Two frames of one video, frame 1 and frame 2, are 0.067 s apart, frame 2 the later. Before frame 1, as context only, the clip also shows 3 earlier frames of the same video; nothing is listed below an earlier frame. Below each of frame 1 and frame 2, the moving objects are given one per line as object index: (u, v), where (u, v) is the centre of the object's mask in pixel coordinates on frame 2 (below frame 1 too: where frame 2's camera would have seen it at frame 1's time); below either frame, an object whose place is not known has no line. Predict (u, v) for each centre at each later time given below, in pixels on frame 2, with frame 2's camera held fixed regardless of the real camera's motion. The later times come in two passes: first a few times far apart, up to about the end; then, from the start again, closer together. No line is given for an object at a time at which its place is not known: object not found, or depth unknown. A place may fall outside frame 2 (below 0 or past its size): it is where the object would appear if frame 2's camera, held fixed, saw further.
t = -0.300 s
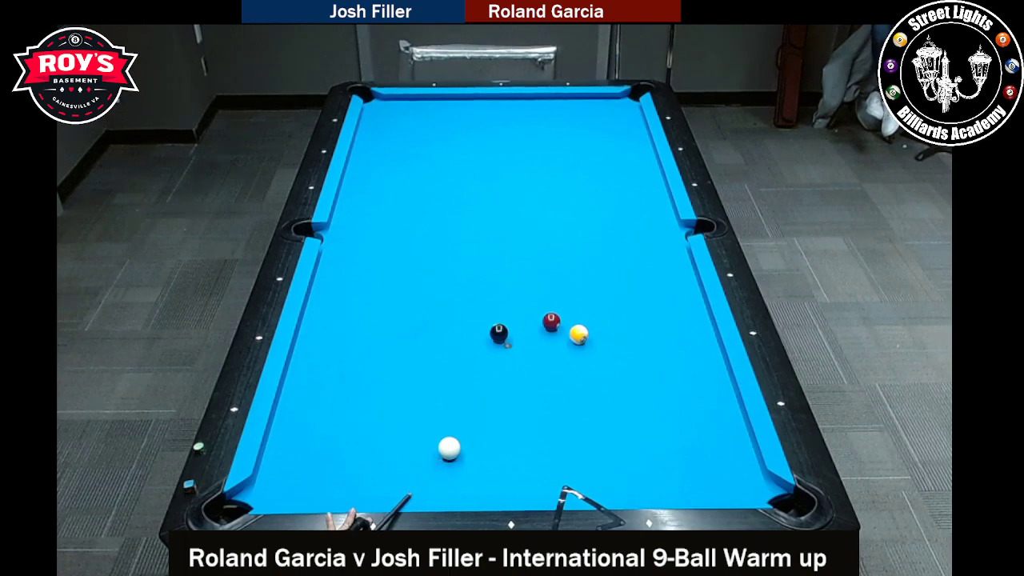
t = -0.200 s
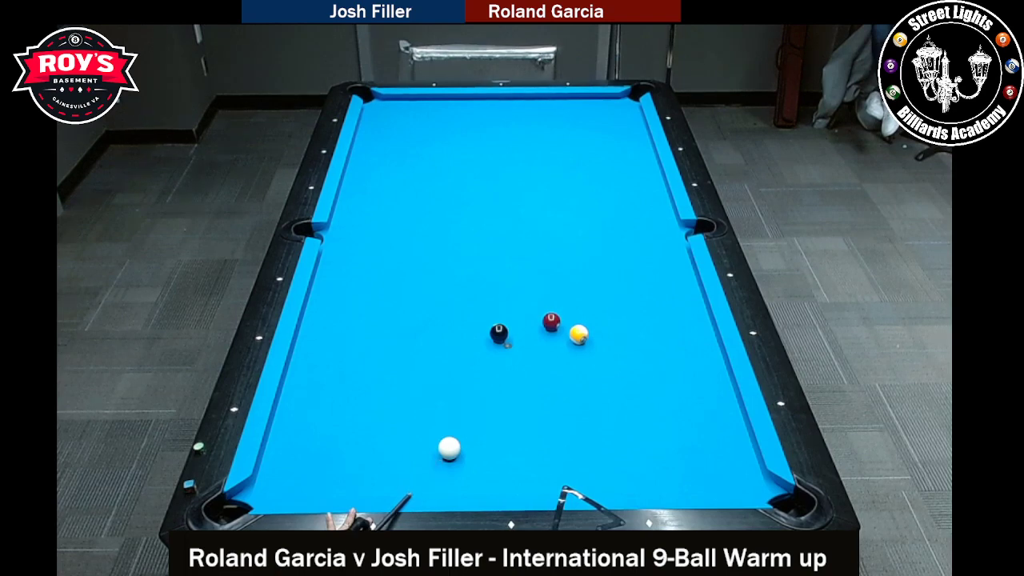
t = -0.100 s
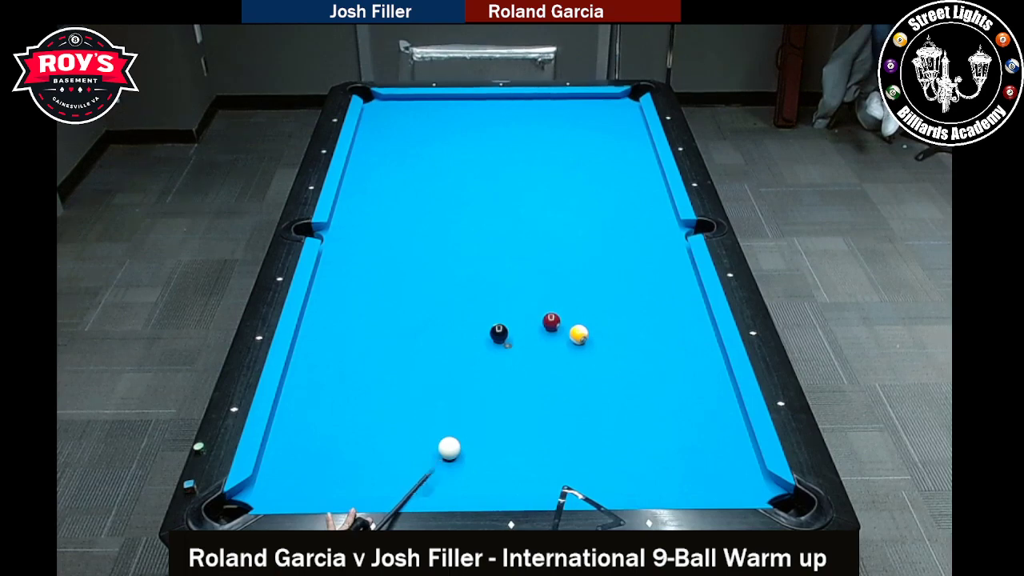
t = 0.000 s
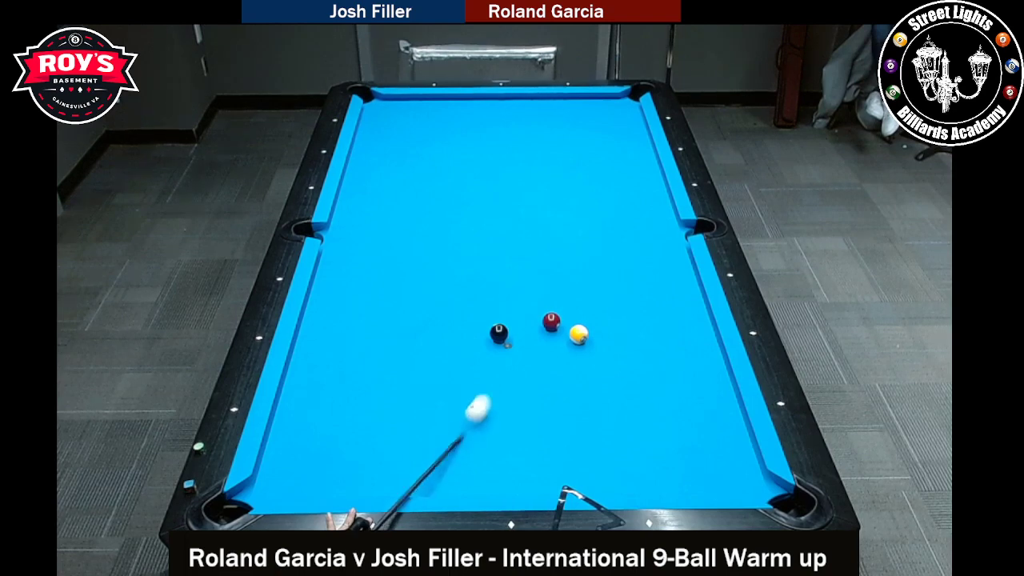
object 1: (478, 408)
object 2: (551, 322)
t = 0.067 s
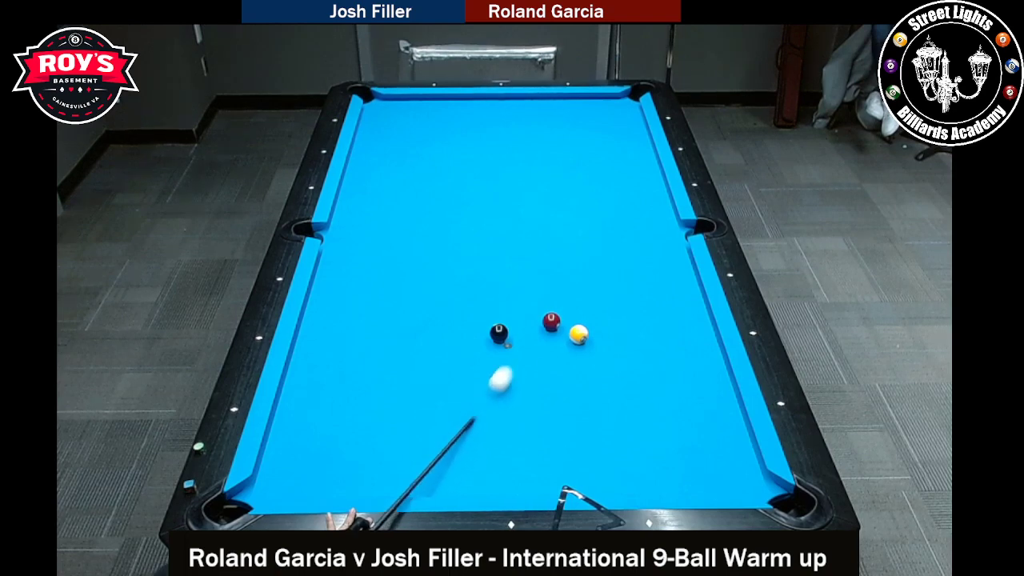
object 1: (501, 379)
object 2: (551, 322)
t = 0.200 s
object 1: (536, 334)
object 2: (552, 321)
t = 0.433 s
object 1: (526, 322)
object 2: (597, 287)
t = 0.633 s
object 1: (515, 317)
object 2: (631, 261)
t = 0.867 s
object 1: (504, 311)
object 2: (667, 234)
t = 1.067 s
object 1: (495, 306)
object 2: (682, 232)
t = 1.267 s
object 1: (487, 302)
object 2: (671, 235)
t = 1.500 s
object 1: (479, 298)
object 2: (654, 234)
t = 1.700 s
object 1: (473, 295)
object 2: (640, 233)
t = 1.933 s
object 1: (468, 292)
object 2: (625, 233)
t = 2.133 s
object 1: (463, 289)
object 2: (613, 232)
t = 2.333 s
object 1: (460, 287)
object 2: (602, 231)
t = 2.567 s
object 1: (457, 286)
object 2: (591, 230)
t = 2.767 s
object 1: (454, 284)
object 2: (582, 229)
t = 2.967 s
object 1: (453, 284)
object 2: (574, 229)
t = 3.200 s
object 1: (453, 284)
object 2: (566, 229)
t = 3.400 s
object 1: (453, 284)
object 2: (561, 228)
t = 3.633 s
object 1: (453, 284)
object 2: (555, 228)
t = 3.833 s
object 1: (453, 284)
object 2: (551, 228)
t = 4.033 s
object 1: (453, 284)
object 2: (548, 229)
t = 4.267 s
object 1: (453, 284)
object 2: (546, 229)
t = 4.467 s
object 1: (453, 284)
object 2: (545, 229)
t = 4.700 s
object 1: (453, 284)
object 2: (545, 229)
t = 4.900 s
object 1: (453, 284)
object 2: (545, 229)
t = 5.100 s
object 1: (453, 284)
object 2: (545, 229)
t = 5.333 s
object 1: (453, 284)
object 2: (545, 229)
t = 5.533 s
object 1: (453, 284)
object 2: (545, 229)
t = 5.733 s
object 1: (453, 284)
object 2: (545, 229)
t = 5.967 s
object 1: (453, 284)
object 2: (545, 229)
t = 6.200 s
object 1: (453, 284)
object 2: (545, 229)
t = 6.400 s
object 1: (453, 284)
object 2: (545, 229)
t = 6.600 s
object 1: (453, 284)
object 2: (545, 229)
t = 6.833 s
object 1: (453, 284)
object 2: (545, 229)
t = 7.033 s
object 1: (453, 284)
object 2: (545, 229)
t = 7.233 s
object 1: (453, 284)
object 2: (545, 229)
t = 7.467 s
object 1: (453, 284)
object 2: (546, 229)
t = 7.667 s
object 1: (453, 284)
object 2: (546, 229)
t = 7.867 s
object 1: (453, 284)
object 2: (546, 228)
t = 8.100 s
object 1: (453, 284)
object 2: (546, 228)
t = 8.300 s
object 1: (453, 284)
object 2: (546, 229)
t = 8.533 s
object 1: (453, 284)
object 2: (546, 228)
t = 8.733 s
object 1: (453, 284)
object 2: (546, 228)
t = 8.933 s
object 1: (453, 284)
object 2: (546, 228)
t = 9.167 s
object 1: (453, 284)
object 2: (546, 228)
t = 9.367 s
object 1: (453, 284)
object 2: (546, 228)
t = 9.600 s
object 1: (453, 284)
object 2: (546, 228)
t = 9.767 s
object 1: (453, 284)
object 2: (546, 228)
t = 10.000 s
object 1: (453, 284)
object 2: (546, 228)
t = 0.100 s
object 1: (511, 366)
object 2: (551, 321)
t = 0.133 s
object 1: (520, 354)
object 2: (551, 321)
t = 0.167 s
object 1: (528, 343)
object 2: (551, 321)
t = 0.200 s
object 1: (536, 334)
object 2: (552, 321)
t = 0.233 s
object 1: (538, 329)
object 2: (556, 318)
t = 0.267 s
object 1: (536, 328)
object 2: (565, 311)
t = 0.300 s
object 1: (534, 326)
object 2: (572, 305)
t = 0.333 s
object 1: (532, 325)
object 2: (580, 300)
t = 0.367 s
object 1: (530, 324)
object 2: (586, 295)
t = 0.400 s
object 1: (528, 323)
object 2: (591, 291)
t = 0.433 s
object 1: (526, 322)
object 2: (597, 287)
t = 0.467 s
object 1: (524, 321)
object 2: (603, 282)
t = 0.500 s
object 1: (522, 320)
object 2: (610, 278)
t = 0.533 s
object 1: (520, 319)
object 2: (615, 273)
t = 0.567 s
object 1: (519, 318)
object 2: (621, 269)
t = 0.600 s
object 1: (517, 318)
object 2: (626, 265)
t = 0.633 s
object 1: (515, 317)
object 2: (631, 261)
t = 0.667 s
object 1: (513, 316)
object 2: (637, 257)
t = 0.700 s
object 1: (512, 315)
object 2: (642, 253)
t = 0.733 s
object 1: (510, 314)
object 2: (647, 249)
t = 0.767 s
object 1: (508, 313)
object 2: (652, 245)
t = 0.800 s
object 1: (507, 312)
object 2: (657, 242)
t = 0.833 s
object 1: (505, 312)
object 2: (662, 238)
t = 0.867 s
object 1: (504, 311)
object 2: (667, 234)
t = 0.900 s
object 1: (502, 310)
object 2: (672, 231)
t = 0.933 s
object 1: (501, 309)
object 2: (676, 227)
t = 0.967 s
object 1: (499, 309)
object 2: (679, 226)
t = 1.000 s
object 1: (498, 308)
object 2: (680, 228)
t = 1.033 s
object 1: (496, 307)
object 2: (681, 231)
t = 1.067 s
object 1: (495, 306)
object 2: (682, 232)
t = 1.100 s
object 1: (494, 306)
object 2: (682, 235)
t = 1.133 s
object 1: (492, 305)
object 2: (681, 236)
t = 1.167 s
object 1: (491, 304)
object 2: (679, 236)
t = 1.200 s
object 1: (490, 304)
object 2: (676, 236)
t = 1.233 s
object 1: (489, 303)
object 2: (673, 236)
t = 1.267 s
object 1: (487, 302)
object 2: (671, 235)
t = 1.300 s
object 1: (486, 302)
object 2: (668, 235)
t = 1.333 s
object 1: (485, 301)
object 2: (666, 235)
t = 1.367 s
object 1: (484, 300)
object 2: (663, 235)
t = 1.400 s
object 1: (483, 300)
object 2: (661, 235)
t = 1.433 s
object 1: (482, 299)
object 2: (658, 235)
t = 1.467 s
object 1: (481, 299)
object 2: (656, 235)
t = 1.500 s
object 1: (479, 298)
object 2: (654, 234)
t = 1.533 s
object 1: (478, 297)
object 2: (651, 234)
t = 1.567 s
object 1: (477, 297)
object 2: (649, 234)
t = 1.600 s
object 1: (476, 296)
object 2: (646, 234)
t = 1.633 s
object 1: (475, 296)
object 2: (644, 234)
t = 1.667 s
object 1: (474, 295)
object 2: (642, 234)
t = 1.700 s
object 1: (473, 295)
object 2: (640, 233)
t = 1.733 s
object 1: (473, 294)
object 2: (638, 233)
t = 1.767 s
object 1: (472, 294)
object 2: (635, 233)
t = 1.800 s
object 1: (471, 293)
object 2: (633, 233)
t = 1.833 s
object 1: (470, 293)
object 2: (631, 233)
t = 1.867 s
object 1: (469, 292)
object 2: (629, 233)
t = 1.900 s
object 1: (468, 292)
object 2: (627, 233)
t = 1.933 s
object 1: (468, 292)
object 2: (625, 233)
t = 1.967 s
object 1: (467, 291)
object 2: (623, 232)
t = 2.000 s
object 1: (466, 291)
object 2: (621, 232)
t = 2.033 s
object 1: (465, 290)
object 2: (619, 232)
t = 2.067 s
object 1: (465, 290)
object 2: (617, 231)
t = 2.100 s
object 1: (464, 290)
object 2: (615, 231)
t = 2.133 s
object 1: (463, 289)
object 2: (613, 232)
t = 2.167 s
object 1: (463, 289)
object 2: (611, 231)
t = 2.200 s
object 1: (462, 289)
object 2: (610, 231)
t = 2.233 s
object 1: (462, 288)
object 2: (608, 231)
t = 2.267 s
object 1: (461, 288)
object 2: (606, 231)
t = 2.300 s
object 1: (460, 288)
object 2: (604, 231)
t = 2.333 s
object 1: (460, 287)
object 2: (602, 231)
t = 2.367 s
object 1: (459, 287)
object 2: (601, 230)
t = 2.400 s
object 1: (459, 287)
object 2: (599, 231)
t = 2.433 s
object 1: (458, 287)
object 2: (598, 230)
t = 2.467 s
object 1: (458, 286)
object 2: (596, 230)
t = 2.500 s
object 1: (458, 286)
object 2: (594, 230)
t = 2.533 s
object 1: (457, 286)
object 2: (593, 230)
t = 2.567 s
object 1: (457, 286)
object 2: (591, 230)
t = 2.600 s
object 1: (456, 285)
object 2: (590, 230)
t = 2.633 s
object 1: (456, 285)
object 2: (588, 230)
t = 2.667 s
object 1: (456, 285)
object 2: (587, 229)
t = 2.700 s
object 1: (455, 285)
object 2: (585, 229)
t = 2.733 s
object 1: (455, 285)
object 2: (584, 229)
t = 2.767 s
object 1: (454, 284)
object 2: (582, 229)
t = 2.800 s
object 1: (454, 284)
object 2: (581, 229)
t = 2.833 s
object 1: (454, 284)
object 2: (580, 229)
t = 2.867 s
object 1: (454, 284)
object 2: (578, 229)
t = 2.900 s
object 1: (453, 284)
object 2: (577, 229)
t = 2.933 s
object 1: (453, 284)
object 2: (576, 229)
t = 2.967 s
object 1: (453, 284)
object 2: (574, 229)
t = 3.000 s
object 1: (453, 284)
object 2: (573, 229)
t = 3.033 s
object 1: (453, 284)
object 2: (572, 229)
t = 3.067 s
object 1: (453, 284)
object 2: (571, 229)
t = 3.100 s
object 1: (453, 284)
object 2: (570, 229)
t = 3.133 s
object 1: (453, 284)
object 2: (569, 229)
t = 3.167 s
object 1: (453, 284)
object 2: (567, 228)
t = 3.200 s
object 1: (453, 284)
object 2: (566, 229)
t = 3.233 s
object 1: (453, 284)
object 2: (565, 228)
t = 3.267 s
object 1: (453, 284)
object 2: (564, 228)
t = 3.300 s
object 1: (453, 284)
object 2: (564, 228)
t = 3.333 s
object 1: (453, 284)
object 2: (563, 228)
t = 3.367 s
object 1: (453, 284)
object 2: (562, 228)
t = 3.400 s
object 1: (453, 284)
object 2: (561, 228)
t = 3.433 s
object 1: (453, 284)
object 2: (560, 228)
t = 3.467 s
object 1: (453, 284)
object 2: (559, 228)
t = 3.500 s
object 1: (453, 284)
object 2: (558, 228)
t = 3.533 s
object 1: (453, 284)
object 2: (557, 228)
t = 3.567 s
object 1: (453, 284)
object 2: (557, 228)
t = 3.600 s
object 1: (453, 284)
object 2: (556, 228)
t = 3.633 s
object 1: (453, 284)
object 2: (555, 228)
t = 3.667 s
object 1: (453, 284)
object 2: (554, 228)
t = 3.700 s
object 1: (453, 284)
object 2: (554, 228)
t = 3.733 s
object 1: (453, 284)
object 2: (552, 228)
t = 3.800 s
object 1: (453, 284)
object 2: (552, 228)
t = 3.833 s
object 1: (453, 284)
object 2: (551, 228)
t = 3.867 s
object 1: (453, 284)
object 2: (551, 228)
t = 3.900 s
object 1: (453, 284)
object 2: (550, 228)
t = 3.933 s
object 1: (453, 284)
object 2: (550, 228)
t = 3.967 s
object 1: (453, 284)
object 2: (549, 228)
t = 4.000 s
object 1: (453, 284)
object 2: (549, 228)
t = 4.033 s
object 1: (453, 284)
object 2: (548, 229)
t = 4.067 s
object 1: (453, 284)
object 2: (548, 228)
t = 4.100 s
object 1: (453, 284)
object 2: (547, 229)
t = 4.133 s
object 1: (453, 284)
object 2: (547, 229)
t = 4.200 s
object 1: (453, 284)
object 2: (547, 229)
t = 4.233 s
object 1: (453, 284)
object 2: (546, 229)
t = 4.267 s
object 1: (453, 284)
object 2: (546, 229)
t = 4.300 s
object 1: (453, 284)
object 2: (546, 229)
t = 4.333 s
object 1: (453, 284)
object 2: (546, 229)
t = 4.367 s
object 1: (453, 284)
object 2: (545, 229)
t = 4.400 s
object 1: (453, 284)
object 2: (545, 229)
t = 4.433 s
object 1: (453, 284)
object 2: (545, 229)
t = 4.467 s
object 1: (453, 284)
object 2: (545, 229)
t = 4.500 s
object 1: (453, 284)
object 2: (545, 229)
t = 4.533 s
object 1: (453, 284)
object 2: (545, 229)
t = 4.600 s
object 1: (453, 284)
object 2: (545, 229)
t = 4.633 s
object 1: (453, 284)
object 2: (545, 229)
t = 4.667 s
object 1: (453, 284)
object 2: (545, 229)
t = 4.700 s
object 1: (453, 284)
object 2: (545, 229)
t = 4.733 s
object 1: (453, 284)
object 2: (545, 229)
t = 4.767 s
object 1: (453, 284)
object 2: (546, 229)
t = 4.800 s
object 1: (453, 284)
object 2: (545, 229)
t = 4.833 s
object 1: (453, 284)
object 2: (545, 229)
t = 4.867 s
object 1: (453, 284)
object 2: (546, 229)
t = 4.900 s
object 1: (453, 284)
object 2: (545, 229)
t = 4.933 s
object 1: (453, 284)
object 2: (545, 229)
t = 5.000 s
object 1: (453, 284)
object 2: (545, 229)
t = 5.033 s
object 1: (453, 284)
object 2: (545, 229)
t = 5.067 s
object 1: (453, 284)
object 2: (546, 229)
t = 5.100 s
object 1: (453, 284)
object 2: (545, 229)
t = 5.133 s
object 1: (453, 284)
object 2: (546, 229)
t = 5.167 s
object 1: (453, 284)
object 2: (546, 229)
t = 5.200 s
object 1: (453, 284)
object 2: (546, 229)
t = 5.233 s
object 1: (453, 284)
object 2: (545, 229)
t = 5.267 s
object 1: (453, 284)
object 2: (545, 229)
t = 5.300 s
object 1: (453, 284)
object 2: (545, 229)
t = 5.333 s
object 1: (453, 284)
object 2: (545, 229)
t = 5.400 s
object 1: (453, 284)
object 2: (545, 229)
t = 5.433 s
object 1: (453, 284)
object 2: (545, 229)
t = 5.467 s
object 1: (453, 284)
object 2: (545, 229)
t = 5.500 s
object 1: (453, 284)
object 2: (546, 229)
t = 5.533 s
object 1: (453, 284)
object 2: (545, 229)
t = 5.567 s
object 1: (453, 284)
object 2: (545, 229)
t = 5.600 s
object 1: (453, 284)
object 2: (545, 229)
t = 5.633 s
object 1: (453, 284)
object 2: (545, 229)
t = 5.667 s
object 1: (453, 284)
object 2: (546, 229)
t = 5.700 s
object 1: (453, 284)
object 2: (545, 229)
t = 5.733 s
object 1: (453, 284)
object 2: (545, 229)
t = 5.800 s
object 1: (453, 284)
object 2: (545, 229)
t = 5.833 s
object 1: (453, 284)
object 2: (545, 229)
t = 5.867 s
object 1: (453, 284)
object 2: (545, 229)
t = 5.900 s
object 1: (453, 284)
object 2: (545, 229)
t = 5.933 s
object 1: (453, 284)
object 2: (546, 229)
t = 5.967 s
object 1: (453, 284)
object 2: (545, 229)
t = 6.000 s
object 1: (453, 284)
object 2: (546, 228)
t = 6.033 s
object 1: (453, 284)
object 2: (545, 229)
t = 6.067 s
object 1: (453, 284)
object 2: (545, 229)
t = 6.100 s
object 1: (453, 284)
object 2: (545, 229)
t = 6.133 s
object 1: (453, 284)
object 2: (545, 229)
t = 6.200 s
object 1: (453, 284)
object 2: (545, 229)
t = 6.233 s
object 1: (453, 284)
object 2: (546, 228)
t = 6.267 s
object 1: (453, 284)
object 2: (545, 229)
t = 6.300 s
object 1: (453, 284)
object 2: (546, 228)
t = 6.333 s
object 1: (453, 284)
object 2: (546, 228)
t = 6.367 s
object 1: (453, 284)
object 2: (545, 229)
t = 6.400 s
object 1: (453, 284)
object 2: (545, 229)
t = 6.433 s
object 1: (453, 284)
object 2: (546, 229)
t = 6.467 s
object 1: (453, 284)
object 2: (545, 229)
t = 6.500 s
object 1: (453, 284)
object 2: (545, 229)
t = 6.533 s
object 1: (453, 284)
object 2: (545, 229)
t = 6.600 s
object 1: (453, 284)
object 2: (545, 229)
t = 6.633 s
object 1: (453, 284)
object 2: (545, 229)
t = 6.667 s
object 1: (453, 284)
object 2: (545, 229)
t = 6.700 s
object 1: (453, 284)
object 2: (545, 229)
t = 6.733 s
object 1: (453, 284)
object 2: (545, 229)
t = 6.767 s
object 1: (453, 284)
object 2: (545, 229)
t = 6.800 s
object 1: (453, 284)
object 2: (545, 229)
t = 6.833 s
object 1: (453, 284)
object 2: (545, 229)
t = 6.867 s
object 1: (453, 284)
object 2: (545, 229)
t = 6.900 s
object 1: (453, 284)
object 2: (545, 229)
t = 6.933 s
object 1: (453, 284)
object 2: (545, 229)
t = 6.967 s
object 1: (453, 284)
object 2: (545, 229)
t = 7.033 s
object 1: (453, 284)
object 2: (545, 229)
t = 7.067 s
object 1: (453, 284)
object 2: (545, 229)
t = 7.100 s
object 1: (453, 284)
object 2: (545, 229)
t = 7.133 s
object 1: (453, 284)
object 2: (545, 229)
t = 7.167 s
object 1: (453, 284)
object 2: (545, 229)
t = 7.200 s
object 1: (453, 284)
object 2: (545, 229)
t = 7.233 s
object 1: (453, 284)
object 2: (545, 229)
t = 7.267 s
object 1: (453, 284)
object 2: (545, 229)
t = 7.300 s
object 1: (453, 284)
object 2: (545, 229)
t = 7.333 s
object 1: (453, 284)
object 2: (545, 229)
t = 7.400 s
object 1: (453, 284)
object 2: (545, 229)
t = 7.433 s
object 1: (453, 284)
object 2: (545, 228)
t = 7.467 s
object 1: (453, 284)
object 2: (546, 229)
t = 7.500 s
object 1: (453, 284)
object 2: (545, 229)
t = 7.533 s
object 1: (453, 284)
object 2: (545, 229)
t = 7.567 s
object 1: (453, 284)
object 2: (546, 229)
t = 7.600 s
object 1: (453, 284)
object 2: (546, 229)
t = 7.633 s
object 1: (453, 284)
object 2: (546, 228)
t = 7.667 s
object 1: (453, 284)
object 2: (546, 229)
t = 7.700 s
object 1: (453, 284)
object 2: (546, 228)
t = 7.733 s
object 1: (453, 284)
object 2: (546, 228)
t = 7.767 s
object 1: (453, 284)
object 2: (546, 228)
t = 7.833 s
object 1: (453, 284)
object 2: (546, 228)
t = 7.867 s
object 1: (453, 284)
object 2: (546, 228)
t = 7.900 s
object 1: (453, 284)
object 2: (546, 228)
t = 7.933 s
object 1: (453, 284)
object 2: (546, 228)
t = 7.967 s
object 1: (453, 284)
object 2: (546, 228)
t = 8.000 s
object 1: (453, 284)
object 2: (546, 228)
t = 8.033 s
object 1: (453, 284)
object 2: (546, 229)
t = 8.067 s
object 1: (453, 284)
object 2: (546, 228)
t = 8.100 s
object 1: (453, 284)
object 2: (546, 228)
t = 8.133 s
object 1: (453, 284)
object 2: (546, 228)
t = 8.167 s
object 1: (453, 284)
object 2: (546, 228)
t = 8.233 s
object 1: (453, 284)
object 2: (546, 229)
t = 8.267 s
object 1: (453, 284)
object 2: (545, 228)
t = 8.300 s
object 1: (453, 284)
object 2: (546, 229)
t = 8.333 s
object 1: (453, 284)
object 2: (546, 229)
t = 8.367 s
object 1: (453, 284)
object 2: (546, 229)
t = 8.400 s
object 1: (453, 284)
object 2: (546, 228)
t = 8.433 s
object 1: (453, 284)
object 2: (546, 228)
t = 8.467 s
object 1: (453, 284)
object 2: (546, 228)
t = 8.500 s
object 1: (453, 284)
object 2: (546, 228)
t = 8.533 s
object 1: (453, 284)
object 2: (546, 228)
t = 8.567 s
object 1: (453, 284)
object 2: (546, 228)
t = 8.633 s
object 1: (453, 284)
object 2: (546, 228)
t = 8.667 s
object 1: (453, 284)
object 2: (546, 228)
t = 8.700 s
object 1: (453, 284)
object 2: (546, 228)
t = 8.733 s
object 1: (453, 284)
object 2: (546, 228)
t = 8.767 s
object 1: (453, 284)
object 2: (546, 228)
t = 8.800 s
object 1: (453, 284)
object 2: (546, 228)
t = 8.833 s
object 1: (453, 284)
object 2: (546, 228)
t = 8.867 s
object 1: (453, 284)
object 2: (546, 228)
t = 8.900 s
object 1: (453, 284)
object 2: (546, 228)
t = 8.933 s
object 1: (453, 284)
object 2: (546, 228)
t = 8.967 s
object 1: (453, 284)
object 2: (546, 228)
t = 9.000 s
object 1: (453, 284)
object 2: (546, 228)
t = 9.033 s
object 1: (453, 284)
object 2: (546, 228)
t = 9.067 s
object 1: (453, 284)
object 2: (546, 228)
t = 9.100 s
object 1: (453, 284)
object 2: (546, 228)
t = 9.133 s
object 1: (453, 284)
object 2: (546, 228)
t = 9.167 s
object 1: (453, 284)
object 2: (546, 228)
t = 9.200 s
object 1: (453, 284)
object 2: (546, 228)
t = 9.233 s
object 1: (453, 284)
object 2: (546, 228)
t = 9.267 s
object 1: (453, 284)
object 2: (546, 228)
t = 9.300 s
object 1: (453, 284)
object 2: (546, 228)
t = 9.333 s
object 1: (453, 284)
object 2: (546, 228)
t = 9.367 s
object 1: (453, 284)
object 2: (546, 228)
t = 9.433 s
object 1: (453, 284)
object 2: (546, 228)
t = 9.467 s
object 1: (453, 284)
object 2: (546, 228)
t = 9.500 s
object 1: (453, 284)
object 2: (546, 228)
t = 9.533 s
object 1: (453, 284)
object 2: (546, 228)
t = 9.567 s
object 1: (453, 284)
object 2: (546, 228)
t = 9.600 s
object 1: (453, 284)
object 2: (546, 228)
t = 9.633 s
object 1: (453, 284)
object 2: (546, 228)
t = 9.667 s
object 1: (453, 284)
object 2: (546, 228)
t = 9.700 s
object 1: (453, 284)
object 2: (546, 228)
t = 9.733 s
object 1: (453, 284)
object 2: (546, 228)
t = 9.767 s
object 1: (453, 284)
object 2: (546, 228)
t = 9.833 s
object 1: (453, 284)
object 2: (546, 228)
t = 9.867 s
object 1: (453, 284)
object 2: (546, 228)
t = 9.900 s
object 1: (453, 284)
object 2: (546, 228)
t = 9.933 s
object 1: (453, 284)
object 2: (546, 228)
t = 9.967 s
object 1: (453, 284)
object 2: (546, 228)
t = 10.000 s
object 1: (453, 284)
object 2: (546, 228)
